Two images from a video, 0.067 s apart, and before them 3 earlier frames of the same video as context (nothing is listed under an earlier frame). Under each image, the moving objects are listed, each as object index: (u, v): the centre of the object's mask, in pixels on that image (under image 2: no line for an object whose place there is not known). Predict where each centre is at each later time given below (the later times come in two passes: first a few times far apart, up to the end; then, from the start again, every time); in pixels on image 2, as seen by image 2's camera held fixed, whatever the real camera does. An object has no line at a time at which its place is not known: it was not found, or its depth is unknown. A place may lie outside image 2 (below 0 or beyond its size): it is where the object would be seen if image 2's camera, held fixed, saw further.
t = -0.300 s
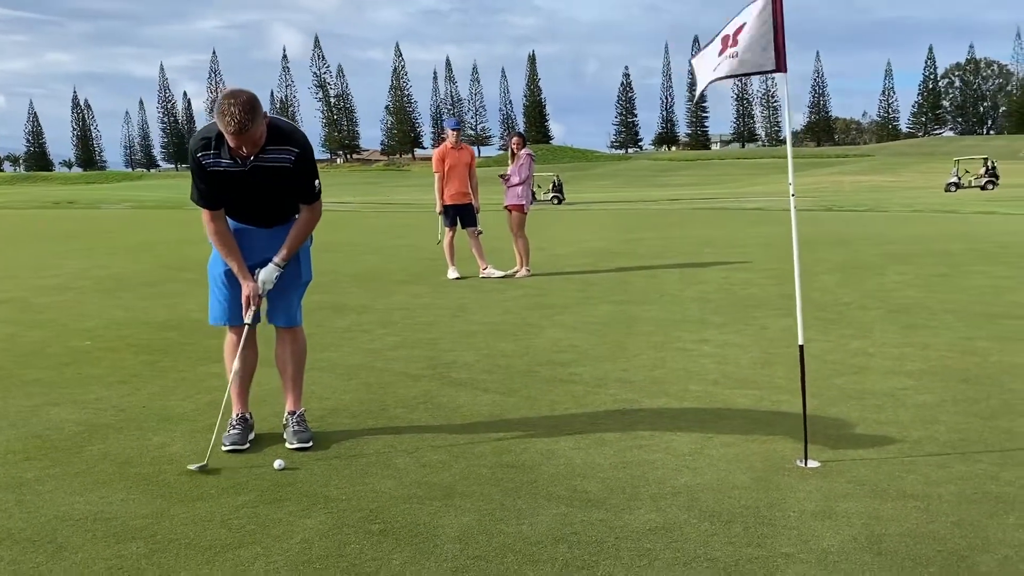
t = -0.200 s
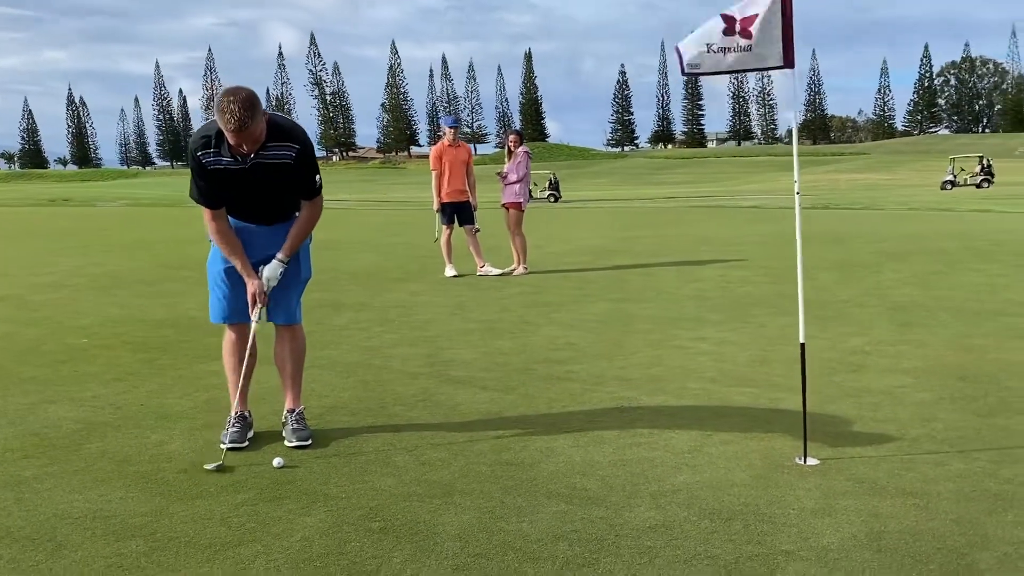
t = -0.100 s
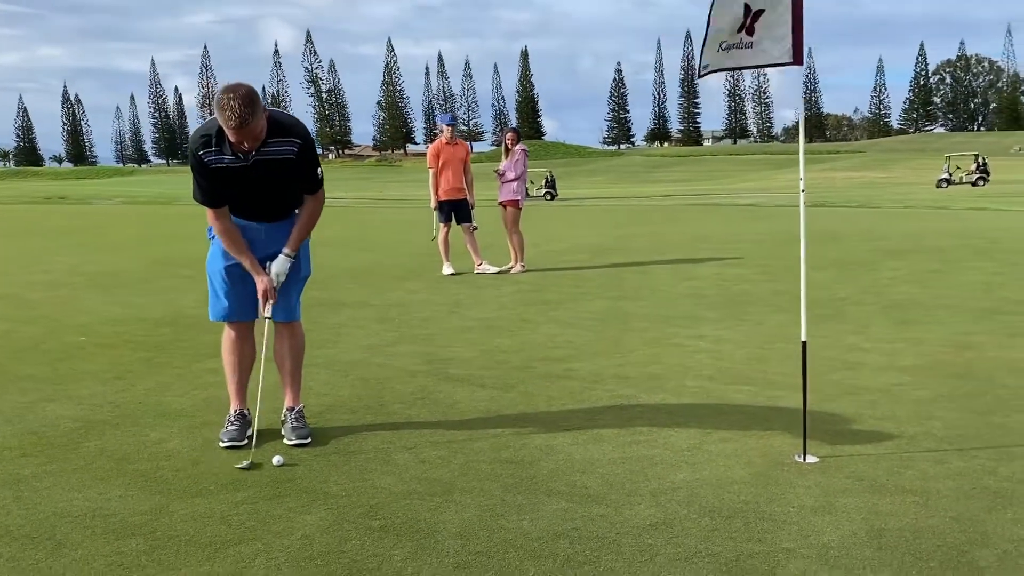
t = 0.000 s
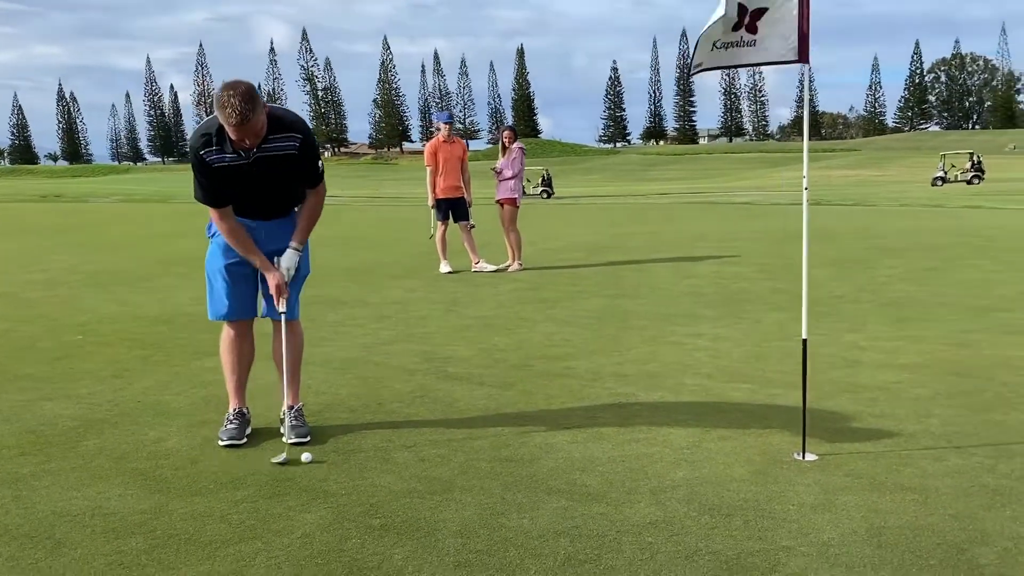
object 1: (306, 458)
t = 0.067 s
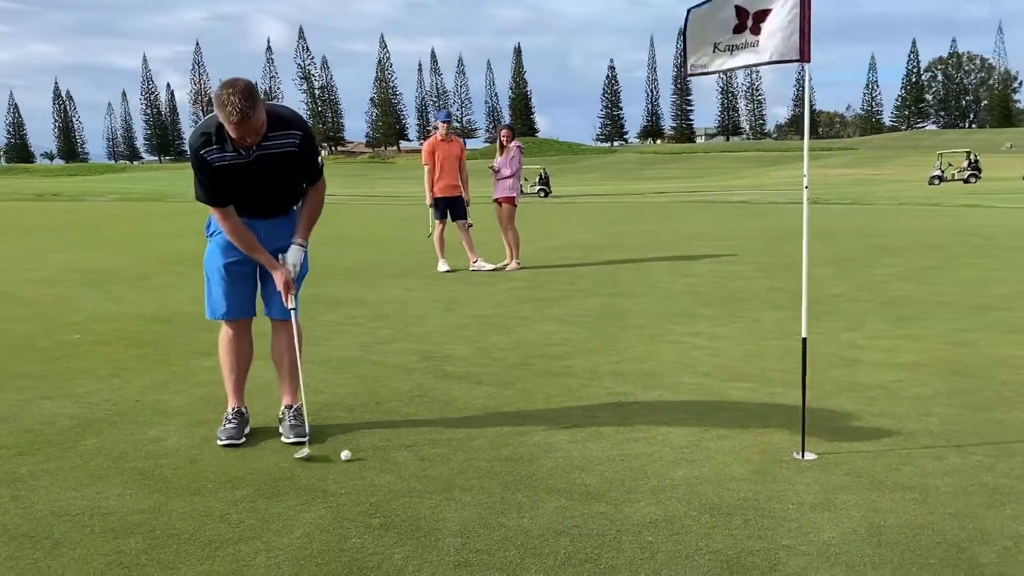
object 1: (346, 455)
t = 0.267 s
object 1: (438, 453)
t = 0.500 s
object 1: (522, 450)
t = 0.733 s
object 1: (593, 449)
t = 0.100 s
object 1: (364, 454)
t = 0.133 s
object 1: (381, 453)
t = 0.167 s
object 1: (396, 454)
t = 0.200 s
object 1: (411, 453)
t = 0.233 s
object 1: (425, 453)
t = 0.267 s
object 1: (438, 453)
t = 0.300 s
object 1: (451, 453)
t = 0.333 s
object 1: (464, 452)
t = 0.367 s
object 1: (476, 452)
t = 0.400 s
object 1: (488, 451)
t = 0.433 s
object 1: (500, 451)
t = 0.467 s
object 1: (511, 451)
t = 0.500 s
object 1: (522, 450)
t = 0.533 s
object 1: (533, 450)
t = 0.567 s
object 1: (543, 450)
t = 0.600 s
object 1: (554, 450)
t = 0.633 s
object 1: (564, 450)
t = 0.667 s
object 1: (574, 449)
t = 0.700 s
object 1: (584, 449)
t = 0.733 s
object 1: (593, 449)
